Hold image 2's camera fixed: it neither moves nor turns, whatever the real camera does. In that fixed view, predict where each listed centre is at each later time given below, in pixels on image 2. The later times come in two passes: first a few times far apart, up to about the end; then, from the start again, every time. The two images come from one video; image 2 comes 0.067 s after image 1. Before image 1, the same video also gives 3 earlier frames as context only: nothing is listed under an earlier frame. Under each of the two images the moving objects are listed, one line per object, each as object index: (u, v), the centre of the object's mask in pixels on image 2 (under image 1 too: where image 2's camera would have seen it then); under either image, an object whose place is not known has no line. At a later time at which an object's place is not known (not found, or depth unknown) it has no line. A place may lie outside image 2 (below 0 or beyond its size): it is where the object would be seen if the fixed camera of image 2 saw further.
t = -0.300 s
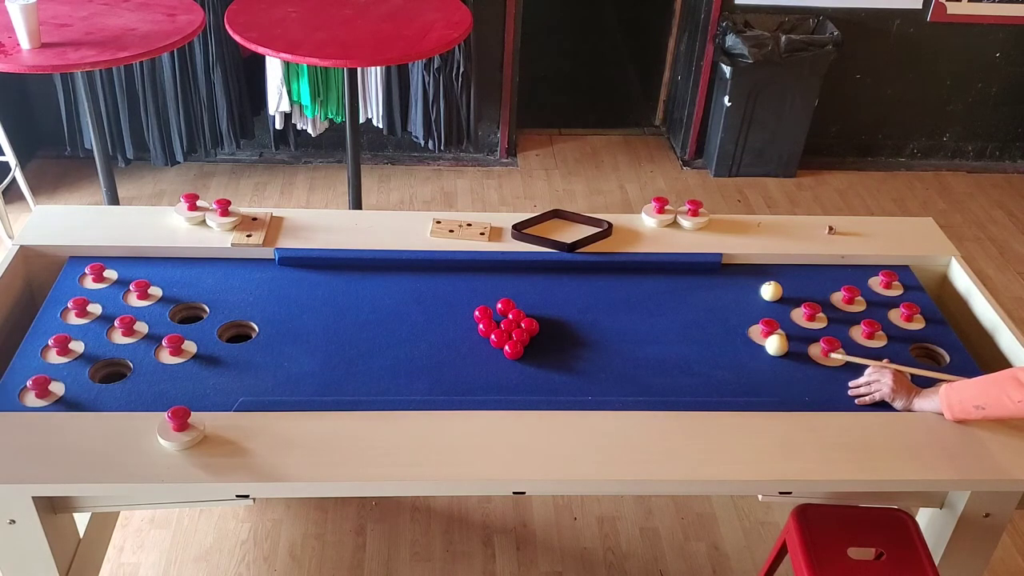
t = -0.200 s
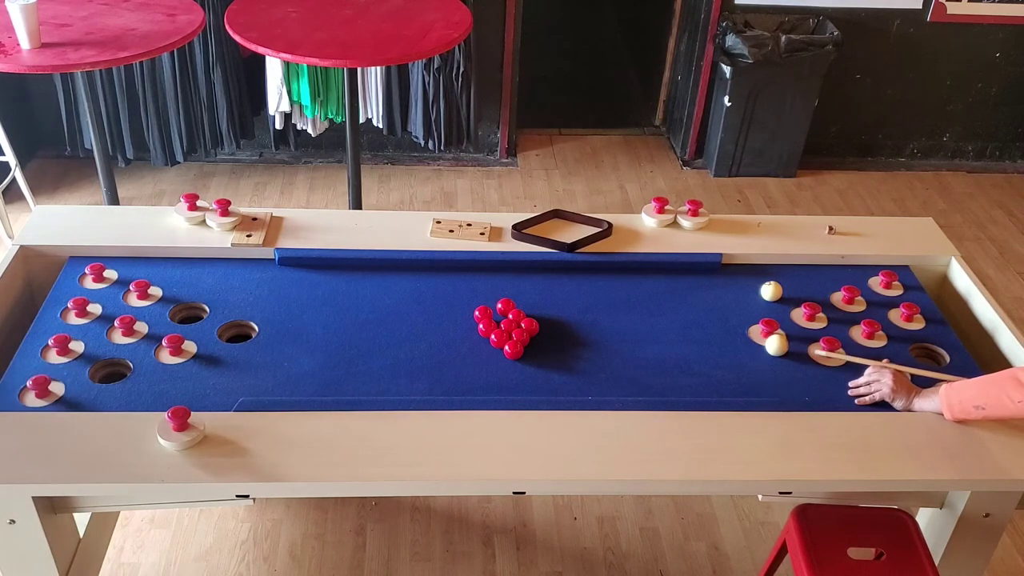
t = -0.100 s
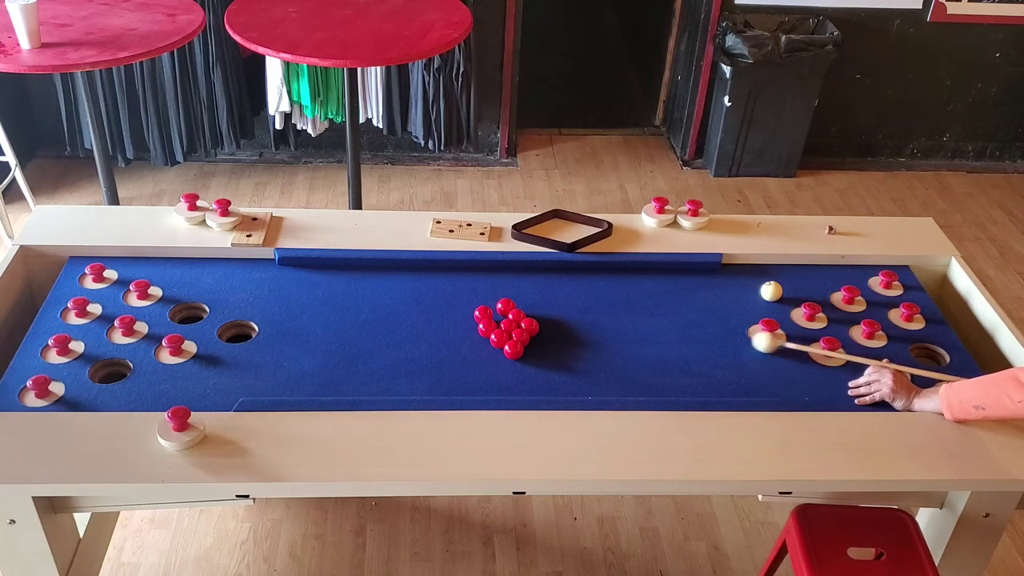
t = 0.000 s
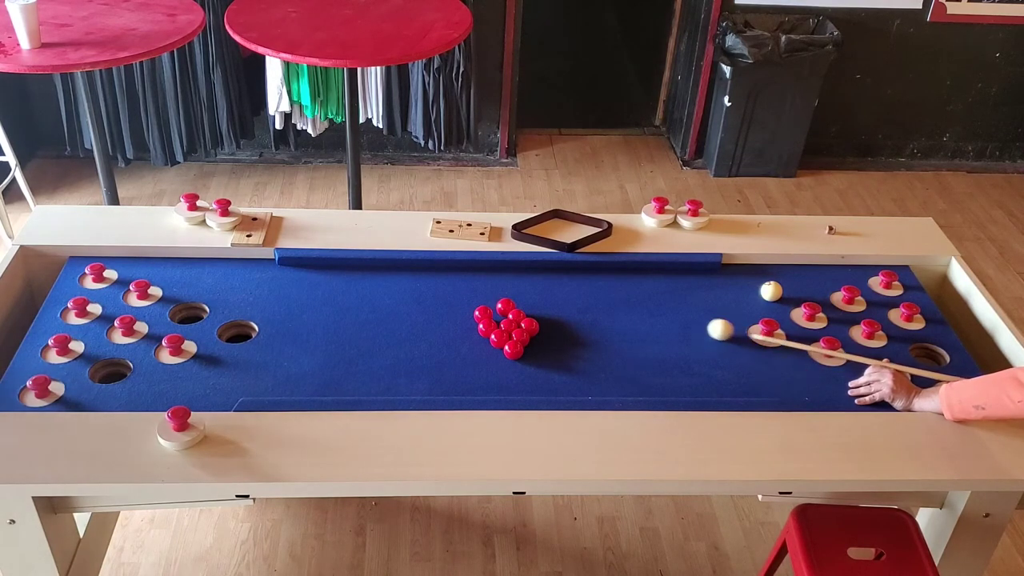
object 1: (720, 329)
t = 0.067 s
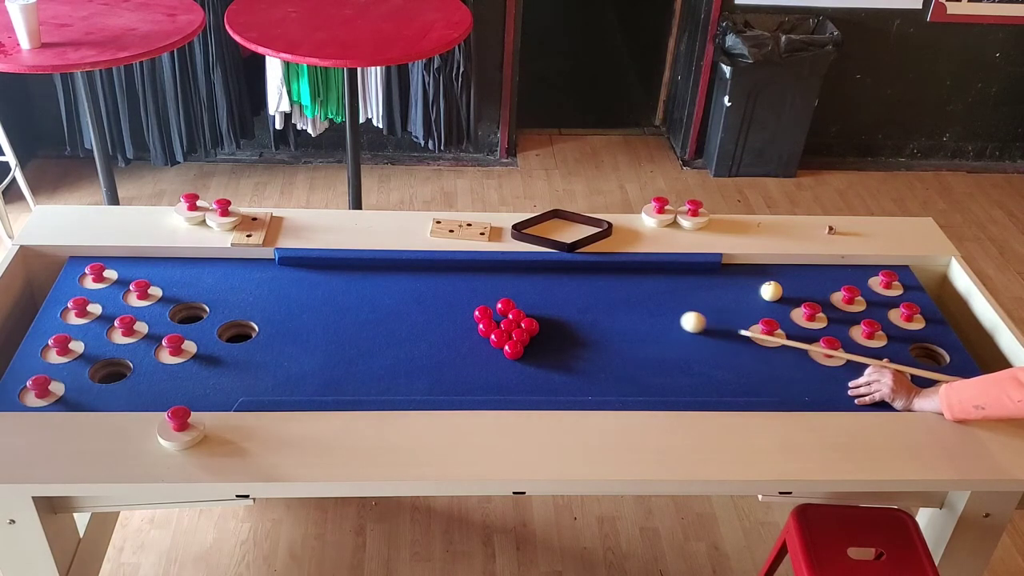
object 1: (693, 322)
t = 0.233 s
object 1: (628, 304)
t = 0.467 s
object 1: (545, 281)
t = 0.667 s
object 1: (483, 269)
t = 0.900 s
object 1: (420, 276)
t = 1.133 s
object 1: (357, 284)
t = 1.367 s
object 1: (293, 290)
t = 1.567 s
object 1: (239, 296)
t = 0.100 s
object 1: (680, 318)
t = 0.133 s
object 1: (667, 315)
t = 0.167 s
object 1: (654, 311)
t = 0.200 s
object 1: (641, 308)
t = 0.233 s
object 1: (628, 304)
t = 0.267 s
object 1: (616, 301)
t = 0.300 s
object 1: (604, 297)
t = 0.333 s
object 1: (592, 294)
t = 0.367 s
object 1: (580, 290)
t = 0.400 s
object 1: (568, 287)
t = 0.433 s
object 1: (556, 284)
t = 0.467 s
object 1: (545, 281)
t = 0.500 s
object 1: (534, 277)
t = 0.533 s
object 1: (523, 274)
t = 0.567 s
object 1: (512, 271)
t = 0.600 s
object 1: (501, 268)
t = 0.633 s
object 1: (492, 268)
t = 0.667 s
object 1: (483, 269)
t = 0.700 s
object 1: (474, 270)
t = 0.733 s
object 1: (465, 271)
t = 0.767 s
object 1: (456, 272)
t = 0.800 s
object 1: (447, 274)
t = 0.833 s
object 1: (438, 275)
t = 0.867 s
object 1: (429, 276)
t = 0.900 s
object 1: (420, 276)
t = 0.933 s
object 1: (411, 278)
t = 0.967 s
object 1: (402, 279)
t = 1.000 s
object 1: (393, 280)
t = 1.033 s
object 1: (384, 281)
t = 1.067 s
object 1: (375, 282)
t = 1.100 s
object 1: (366, 283)
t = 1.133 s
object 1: (357, 284)
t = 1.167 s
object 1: (348, 285)
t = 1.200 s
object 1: (339, 286)
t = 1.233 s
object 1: (330, 287)
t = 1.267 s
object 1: (320, 288)
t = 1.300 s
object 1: (312, 288)
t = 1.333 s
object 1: (302, 289)
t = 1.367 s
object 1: (293, 290)
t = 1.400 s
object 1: (284, 291)
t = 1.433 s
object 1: (275, 292)
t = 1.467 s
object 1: (266, 293)
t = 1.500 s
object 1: (257, 294)
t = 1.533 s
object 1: (249, 295)
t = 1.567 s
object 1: (239, 296)
